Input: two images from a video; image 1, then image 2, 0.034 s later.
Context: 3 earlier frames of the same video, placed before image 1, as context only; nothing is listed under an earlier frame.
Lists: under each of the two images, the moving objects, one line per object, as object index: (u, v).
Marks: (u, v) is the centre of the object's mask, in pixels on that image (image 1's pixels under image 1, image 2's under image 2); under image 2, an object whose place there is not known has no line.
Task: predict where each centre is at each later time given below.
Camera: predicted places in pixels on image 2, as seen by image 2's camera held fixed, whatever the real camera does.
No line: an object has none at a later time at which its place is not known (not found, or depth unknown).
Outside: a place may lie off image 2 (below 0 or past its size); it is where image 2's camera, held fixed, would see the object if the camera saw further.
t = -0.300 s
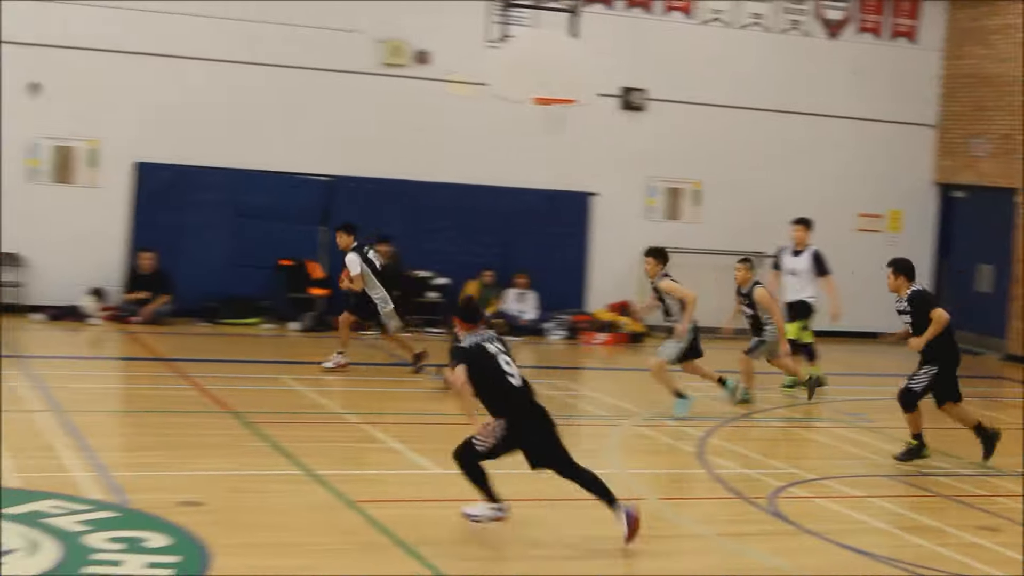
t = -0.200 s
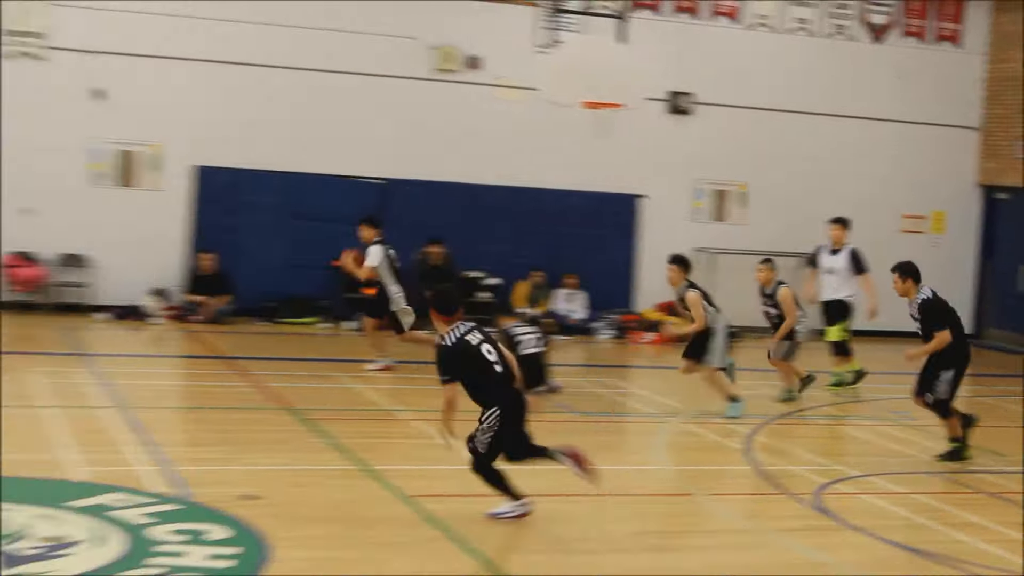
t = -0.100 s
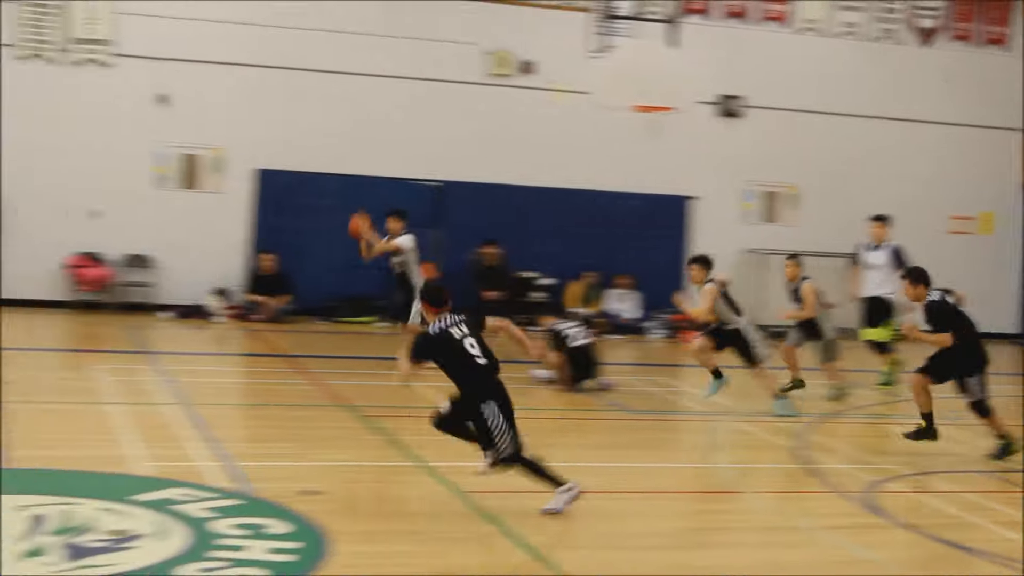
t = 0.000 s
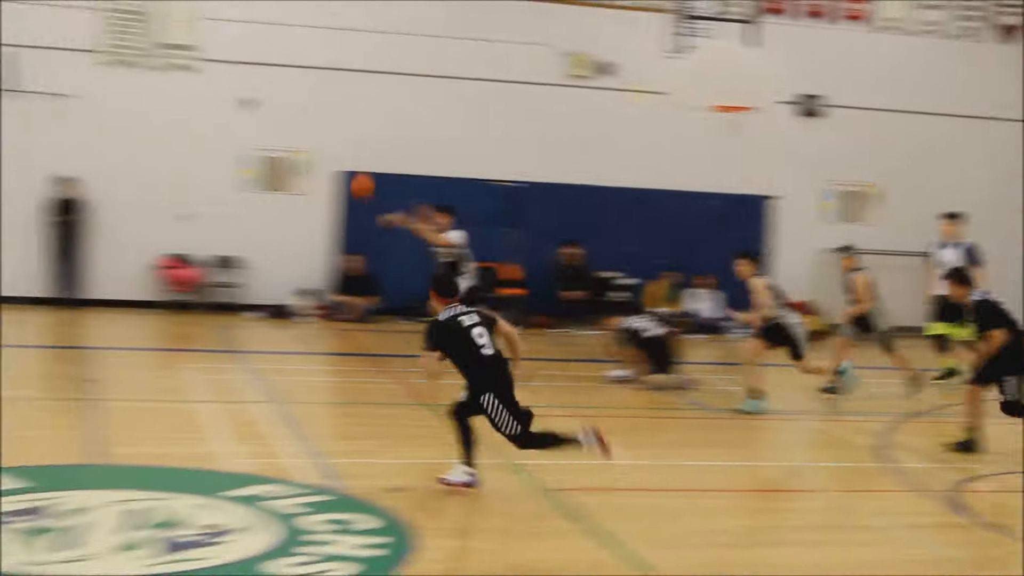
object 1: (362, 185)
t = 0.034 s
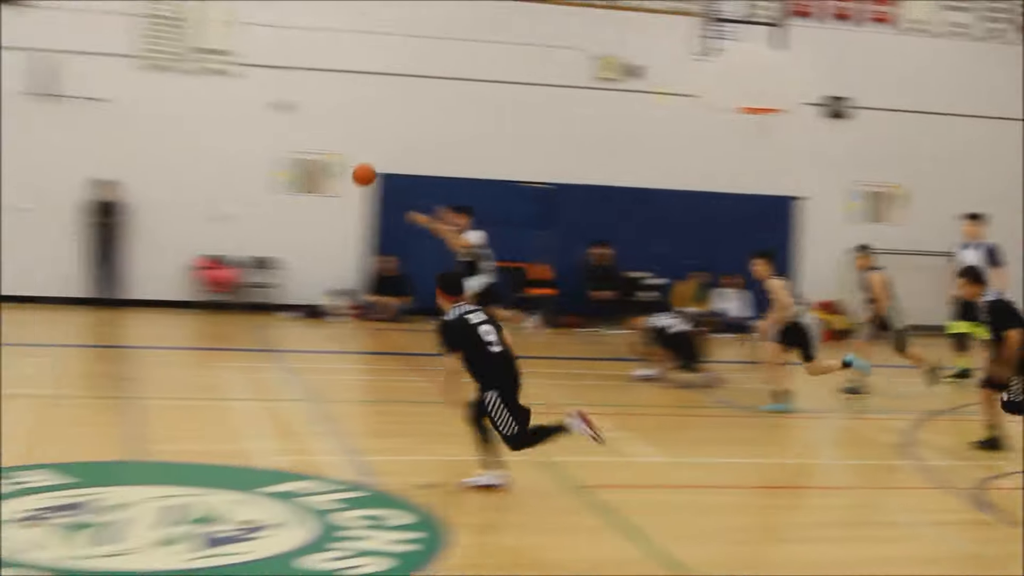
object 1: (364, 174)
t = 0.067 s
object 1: (331, 163)
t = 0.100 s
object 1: (297, 151)
